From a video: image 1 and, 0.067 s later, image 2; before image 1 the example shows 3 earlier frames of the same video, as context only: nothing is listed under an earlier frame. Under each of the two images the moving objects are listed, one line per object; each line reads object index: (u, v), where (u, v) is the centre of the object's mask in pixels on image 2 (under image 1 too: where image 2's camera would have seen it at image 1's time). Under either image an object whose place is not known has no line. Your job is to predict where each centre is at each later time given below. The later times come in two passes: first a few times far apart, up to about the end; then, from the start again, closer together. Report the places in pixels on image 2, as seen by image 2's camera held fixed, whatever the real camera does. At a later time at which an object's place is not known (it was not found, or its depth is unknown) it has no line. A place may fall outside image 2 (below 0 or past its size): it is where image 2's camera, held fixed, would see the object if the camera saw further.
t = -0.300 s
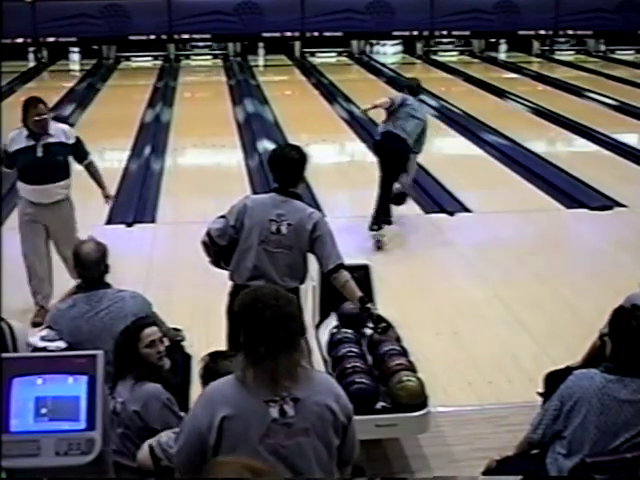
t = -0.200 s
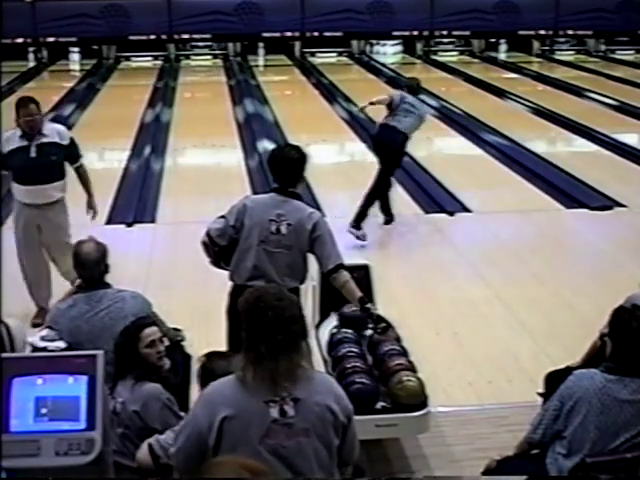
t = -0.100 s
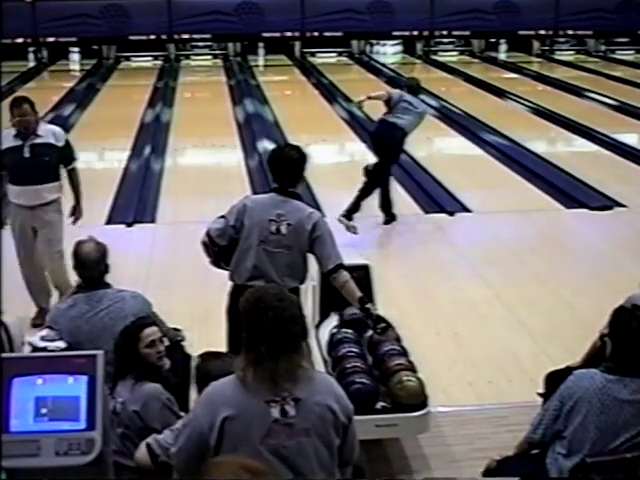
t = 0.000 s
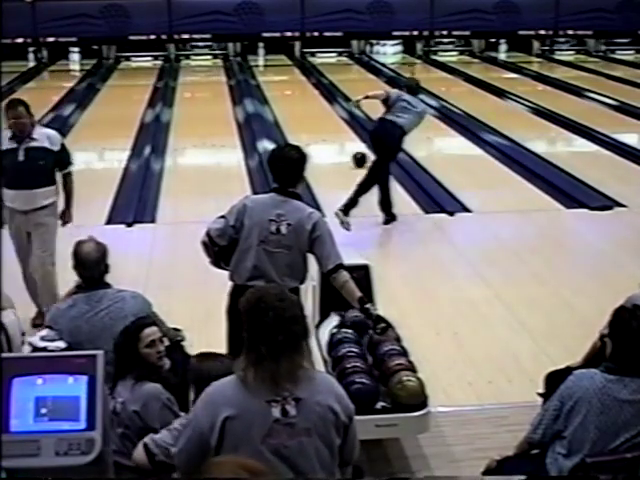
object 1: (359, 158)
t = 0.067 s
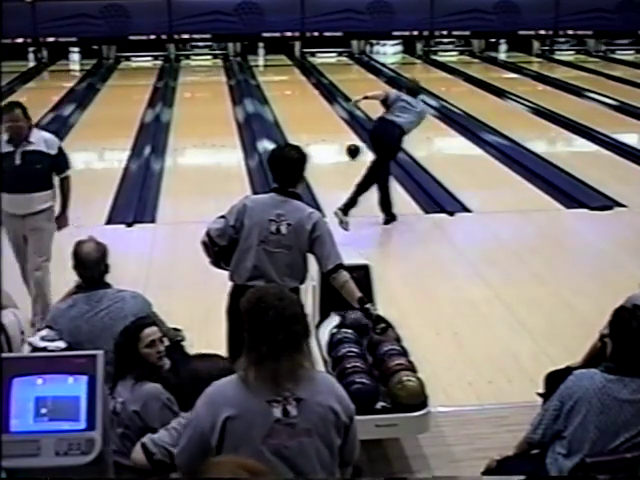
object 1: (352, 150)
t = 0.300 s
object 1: (332, 126)
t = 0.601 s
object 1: (313, 103)
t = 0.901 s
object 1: (298, 86)
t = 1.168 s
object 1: (287, 73)
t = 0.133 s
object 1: (346, 142)
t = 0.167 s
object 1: (343, 139)
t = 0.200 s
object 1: (341, 136)
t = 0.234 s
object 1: (338, 132)
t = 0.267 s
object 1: (335, 129)
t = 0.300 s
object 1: (332, 126)
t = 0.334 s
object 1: (330, 121)
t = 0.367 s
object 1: (328, 119)
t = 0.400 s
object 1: (325, 117)
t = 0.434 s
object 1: (323, 115)
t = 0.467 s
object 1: (321, 112)
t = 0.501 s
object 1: (319, 110)
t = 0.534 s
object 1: (317, 108)
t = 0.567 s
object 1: (315, 105)
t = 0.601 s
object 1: (313, 103)
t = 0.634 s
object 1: (311, 101)
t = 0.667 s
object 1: (310, 99)
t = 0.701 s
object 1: (308, 97)
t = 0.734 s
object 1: (306, 95)
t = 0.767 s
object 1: (304, 93)
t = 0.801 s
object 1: (303, 91)
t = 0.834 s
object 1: (301, 89)
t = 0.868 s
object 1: (299, 87)
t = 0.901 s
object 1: (298, 86)
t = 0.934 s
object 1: (296, 84)
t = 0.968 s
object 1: (295, 82)
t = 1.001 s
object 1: (294, 81)
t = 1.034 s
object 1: (292, 79)
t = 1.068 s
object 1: (291, 78)
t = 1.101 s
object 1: (289, 77)
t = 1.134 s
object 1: (288, 75)
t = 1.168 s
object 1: (287, 73)
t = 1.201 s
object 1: (286, 73)
